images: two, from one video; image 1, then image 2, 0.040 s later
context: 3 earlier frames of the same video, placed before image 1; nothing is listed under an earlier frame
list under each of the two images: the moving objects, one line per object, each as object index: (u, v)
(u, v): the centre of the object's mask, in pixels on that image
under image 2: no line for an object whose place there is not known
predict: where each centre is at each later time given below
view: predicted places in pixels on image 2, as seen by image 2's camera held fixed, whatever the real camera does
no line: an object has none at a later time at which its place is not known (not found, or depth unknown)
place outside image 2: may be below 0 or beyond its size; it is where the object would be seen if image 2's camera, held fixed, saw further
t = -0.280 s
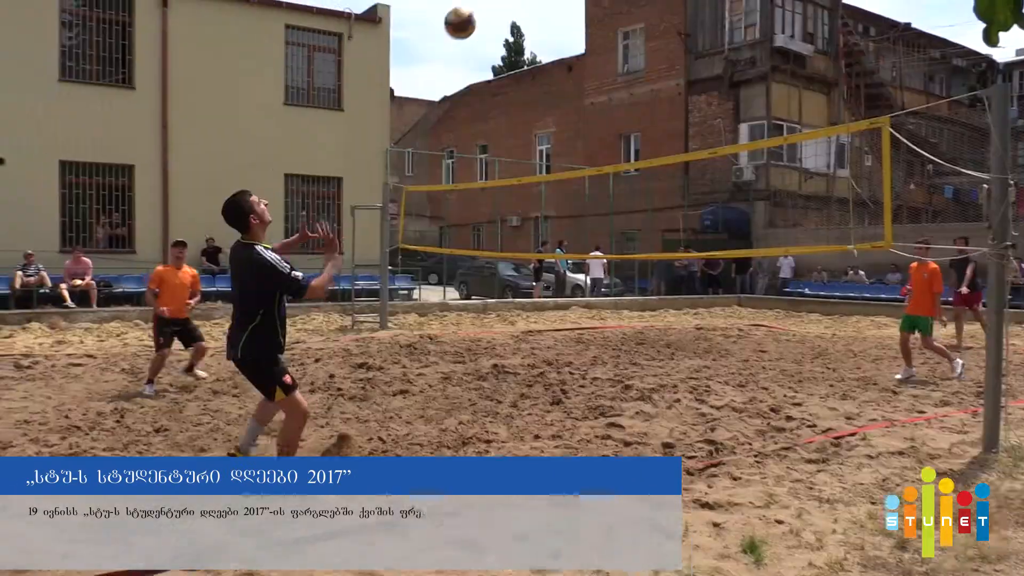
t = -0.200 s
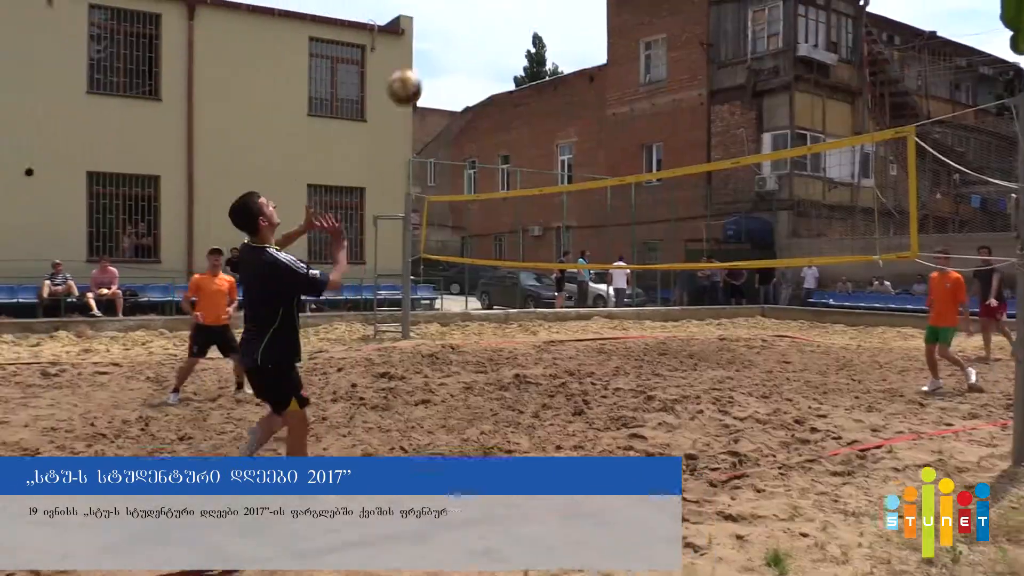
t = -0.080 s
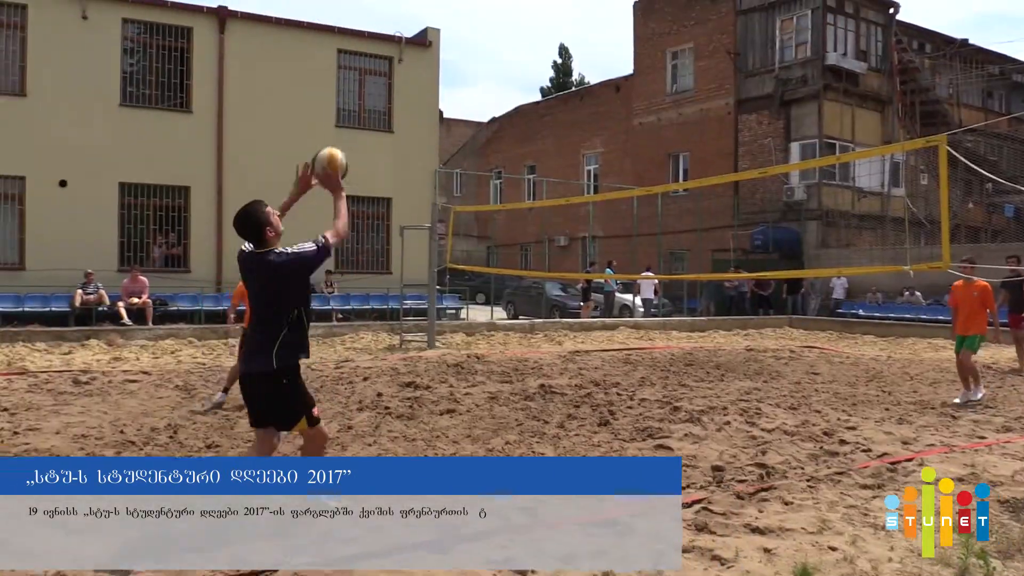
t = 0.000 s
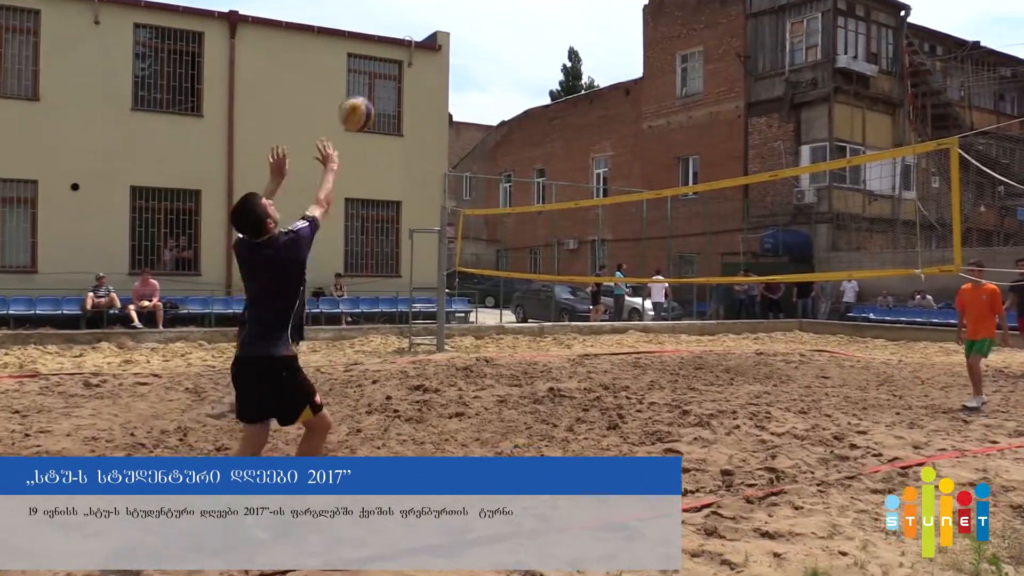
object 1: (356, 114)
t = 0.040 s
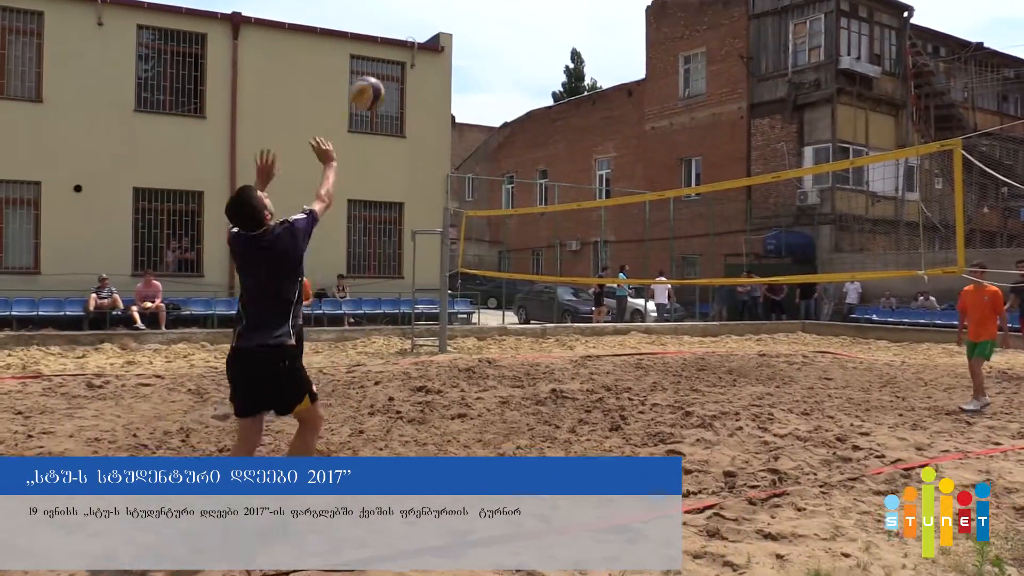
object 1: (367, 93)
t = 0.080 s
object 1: (375, 75)
